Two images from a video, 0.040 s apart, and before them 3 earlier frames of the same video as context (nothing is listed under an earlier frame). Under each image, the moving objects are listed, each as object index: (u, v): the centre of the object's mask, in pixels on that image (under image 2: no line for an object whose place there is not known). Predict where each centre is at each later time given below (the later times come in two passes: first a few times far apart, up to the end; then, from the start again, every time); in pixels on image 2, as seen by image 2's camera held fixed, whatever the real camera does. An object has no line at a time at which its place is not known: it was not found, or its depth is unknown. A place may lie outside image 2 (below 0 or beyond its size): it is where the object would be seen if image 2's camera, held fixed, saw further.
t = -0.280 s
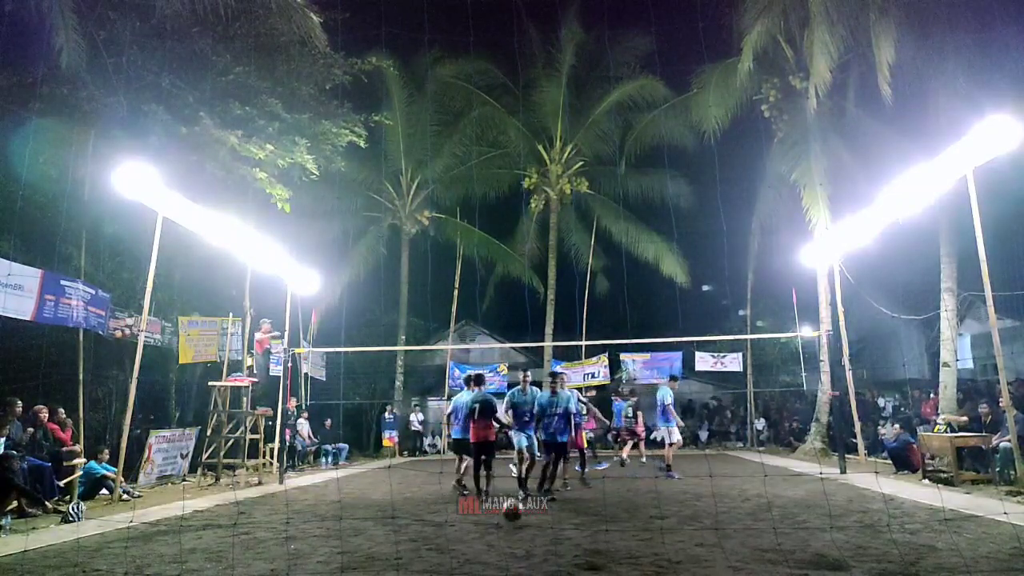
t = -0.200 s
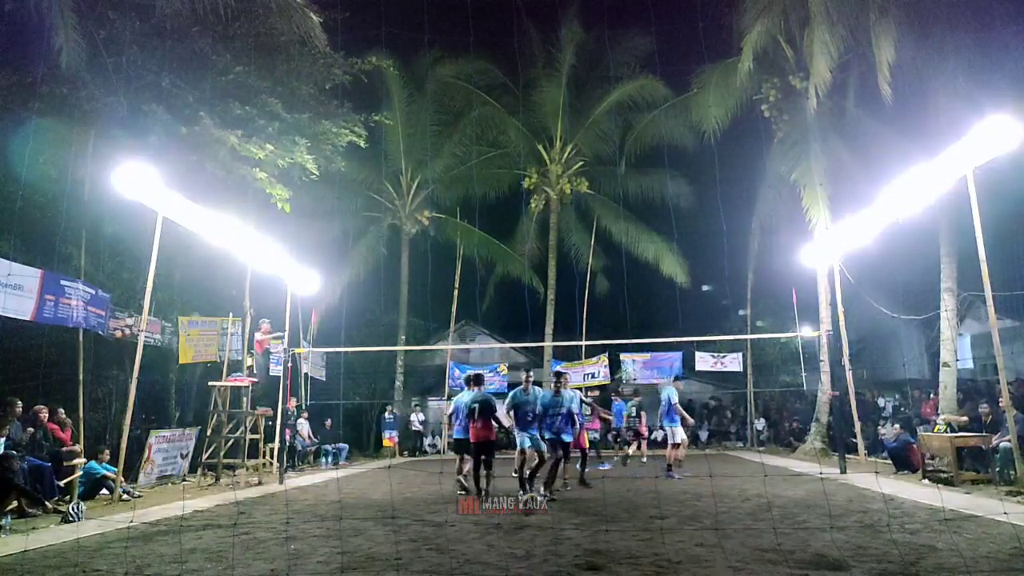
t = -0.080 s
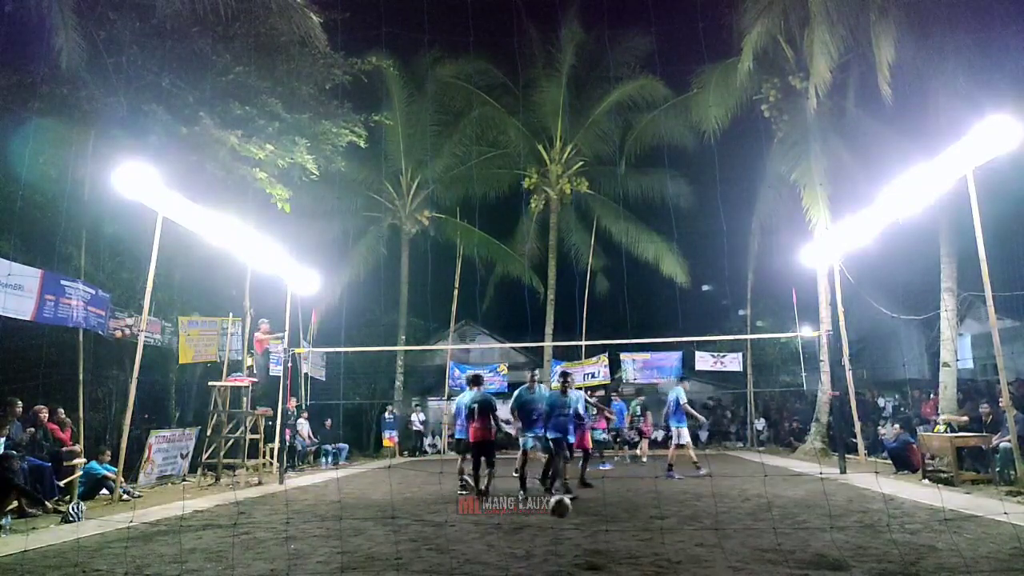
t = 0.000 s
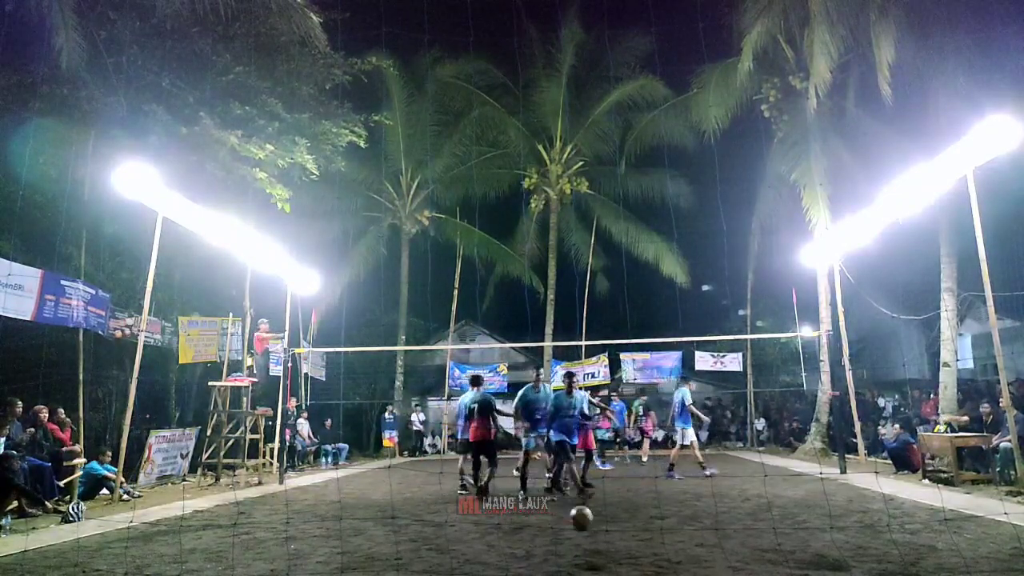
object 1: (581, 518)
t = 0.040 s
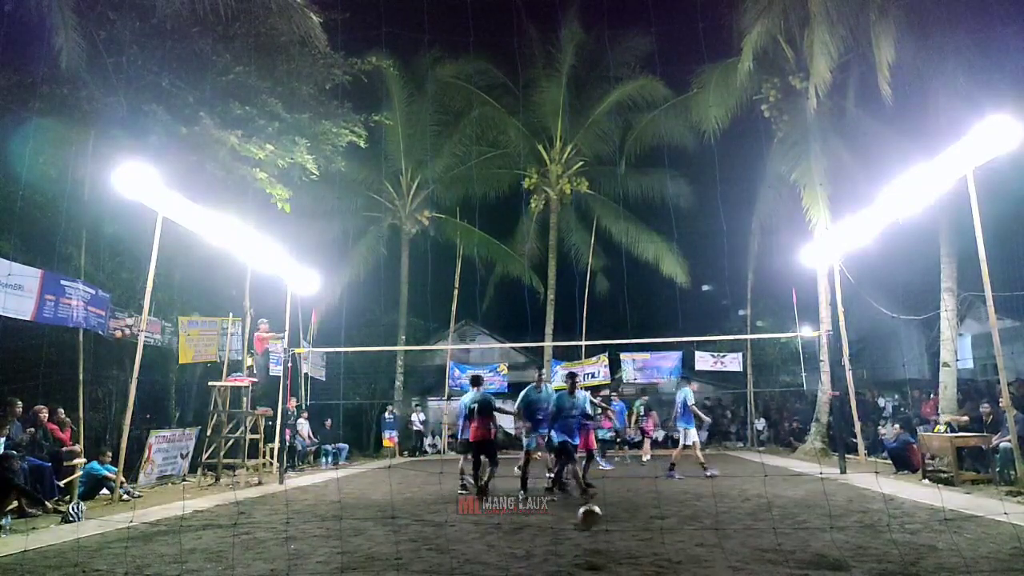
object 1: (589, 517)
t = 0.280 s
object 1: (653, 524)
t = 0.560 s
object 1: (738, 525)
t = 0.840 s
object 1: (835, 535)
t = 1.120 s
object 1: (937, 544)
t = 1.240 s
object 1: (989, 552)
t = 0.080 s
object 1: (602, 512)
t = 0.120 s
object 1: (611, 511)
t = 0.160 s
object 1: (620, 511)
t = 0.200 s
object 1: (634, 514)
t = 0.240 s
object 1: (643, 518)
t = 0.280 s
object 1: (653, 524)
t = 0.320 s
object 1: (667, 519)
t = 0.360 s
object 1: (677, 518)
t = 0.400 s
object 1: (687, 517)
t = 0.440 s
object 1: (702, 521)
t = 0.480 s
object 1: (713, 524)
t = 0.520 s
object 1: (727, 528)
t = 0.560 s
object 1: (738, 525)
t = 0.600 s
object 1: (749, 524)
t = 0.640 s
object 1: (766, 527)
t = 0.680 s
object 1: (779, 532)
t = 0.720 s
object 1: (790, 533)
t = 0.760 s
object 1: (806, 530)
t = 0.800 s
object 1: (818, 531)
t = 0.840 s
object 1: (835, 535)
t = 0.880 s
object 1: (848, 538)
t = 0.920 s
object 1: (860, 536)
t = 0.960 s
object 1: (879, 535)
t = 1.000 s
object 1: (891, 536)
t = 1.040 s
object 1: (906, 540)
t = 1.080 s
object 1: (924, 545)
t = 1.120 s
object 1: (937, 544)
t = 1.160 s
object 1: (959, 546)
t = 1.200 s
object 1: (974, 551)
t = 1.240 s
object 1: (989, 552)
